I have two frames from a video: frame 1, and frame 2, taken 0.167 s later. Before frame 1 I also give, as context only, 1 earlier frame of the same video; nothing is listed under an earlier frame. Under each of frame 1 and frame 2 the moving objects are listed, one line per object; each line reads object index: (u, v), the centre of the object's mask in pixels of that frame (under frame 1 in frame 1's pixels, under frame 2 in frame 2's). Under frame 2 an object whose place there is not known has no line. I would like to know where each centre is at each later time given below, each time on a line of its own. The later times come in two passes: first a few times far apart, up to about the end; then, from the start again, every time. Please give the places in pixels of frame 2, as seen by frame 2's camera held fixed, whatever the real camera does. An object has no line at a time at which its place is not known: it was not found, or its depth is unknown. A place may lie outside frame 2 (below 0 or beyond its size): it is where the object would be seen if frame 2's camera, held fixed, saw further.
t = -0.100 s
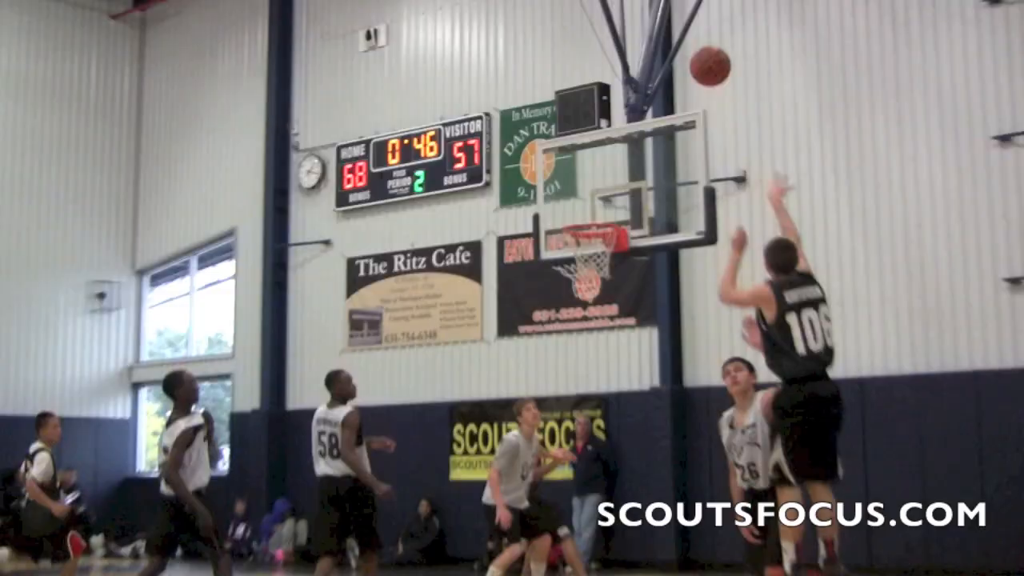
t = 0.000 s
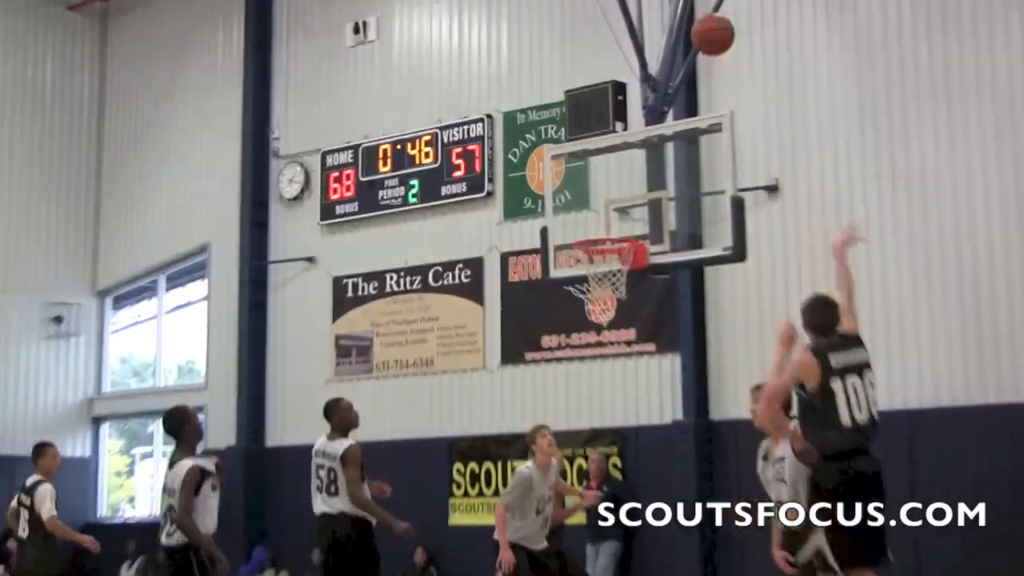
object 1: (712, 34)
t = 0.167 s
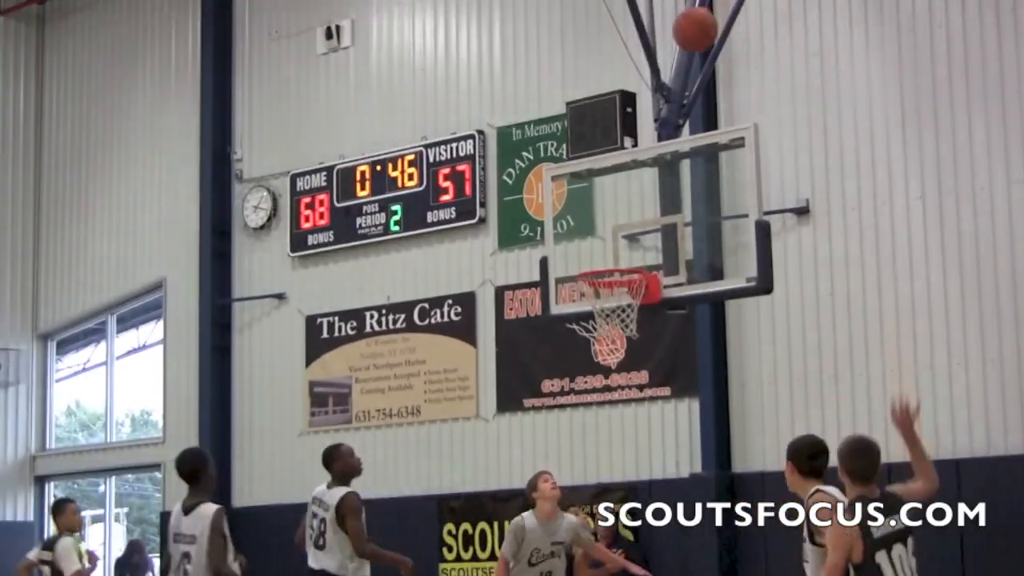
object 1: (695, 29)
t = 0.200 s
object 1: (689, 34)
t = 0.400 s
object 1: (652, 94)
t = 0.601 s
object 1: (624, 208)
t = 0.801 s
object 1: (607, 253)
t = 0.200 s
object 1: (689, 34)
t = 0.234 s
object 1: (682, 39)
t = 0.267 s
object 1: (676, 47)
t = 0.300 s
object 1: (670, 57)
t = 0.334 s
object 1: (664, 68)
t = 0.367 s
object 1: (658, 81)
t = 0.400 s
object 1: (652, 94)
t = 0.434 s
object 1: (647, 109)
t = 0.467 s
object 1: (642, 127)
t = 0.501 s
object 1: (638, 145)
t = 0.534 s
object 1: (633, 165)
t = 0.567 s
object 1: (628, 186)
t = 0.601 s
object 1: (624, 208)
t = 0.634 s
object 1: (620, 229)
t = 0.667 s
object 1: (616, 252)
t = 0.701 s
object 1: (612, 252)
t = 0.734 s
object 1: (609, 255)
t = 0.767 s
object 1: (608, 266)
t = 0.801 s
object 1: (607, 253)
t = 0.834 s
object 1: (609, 240)
